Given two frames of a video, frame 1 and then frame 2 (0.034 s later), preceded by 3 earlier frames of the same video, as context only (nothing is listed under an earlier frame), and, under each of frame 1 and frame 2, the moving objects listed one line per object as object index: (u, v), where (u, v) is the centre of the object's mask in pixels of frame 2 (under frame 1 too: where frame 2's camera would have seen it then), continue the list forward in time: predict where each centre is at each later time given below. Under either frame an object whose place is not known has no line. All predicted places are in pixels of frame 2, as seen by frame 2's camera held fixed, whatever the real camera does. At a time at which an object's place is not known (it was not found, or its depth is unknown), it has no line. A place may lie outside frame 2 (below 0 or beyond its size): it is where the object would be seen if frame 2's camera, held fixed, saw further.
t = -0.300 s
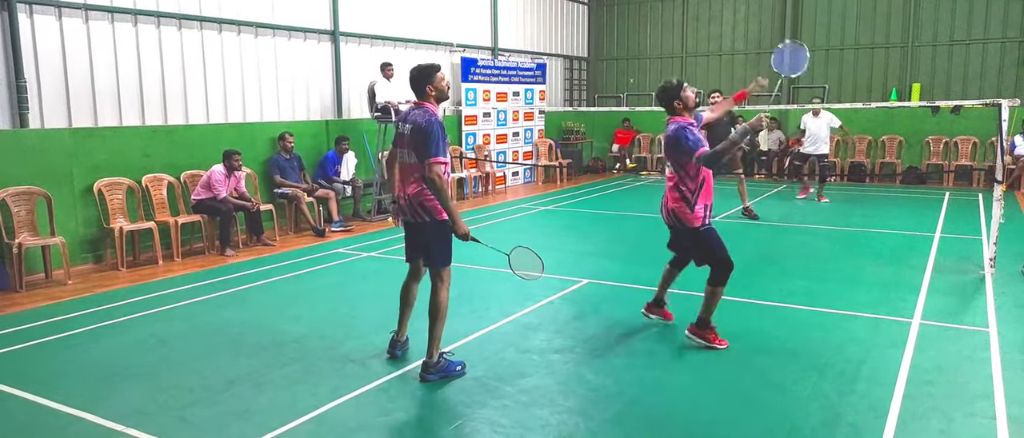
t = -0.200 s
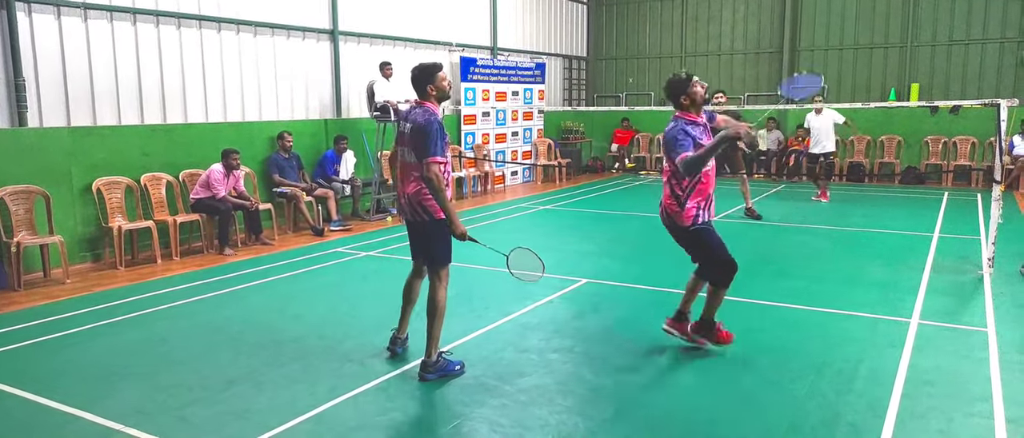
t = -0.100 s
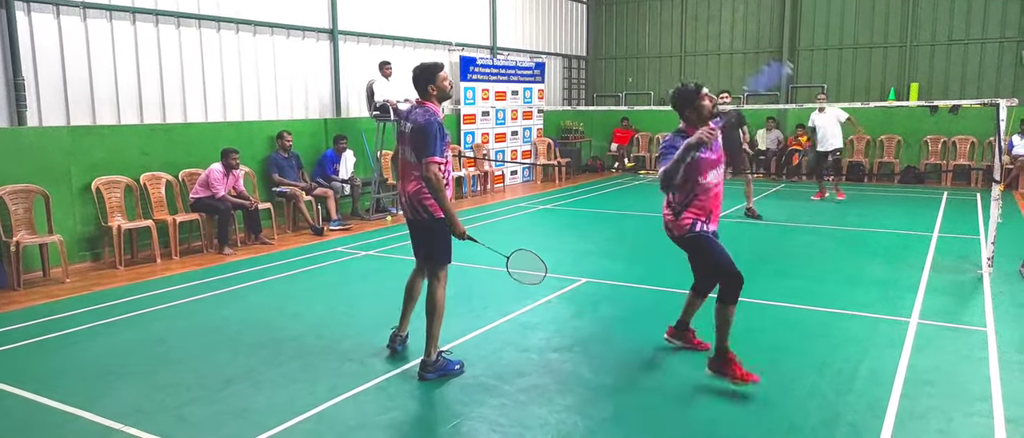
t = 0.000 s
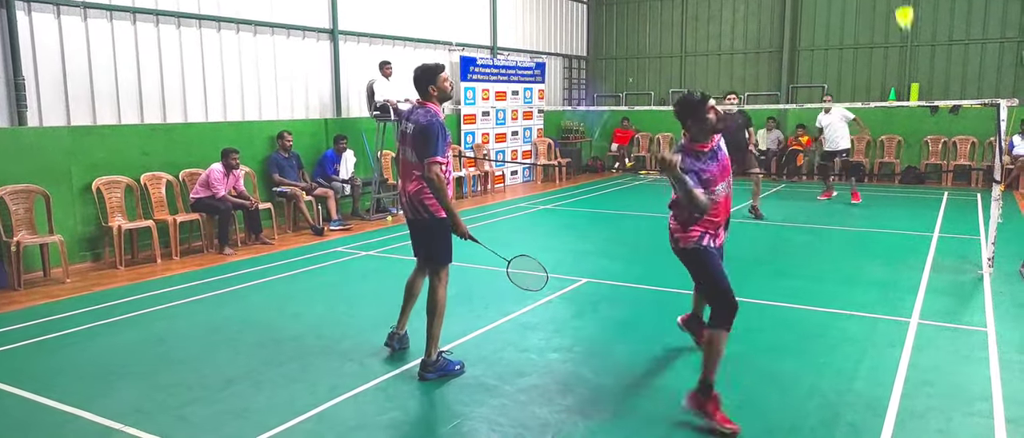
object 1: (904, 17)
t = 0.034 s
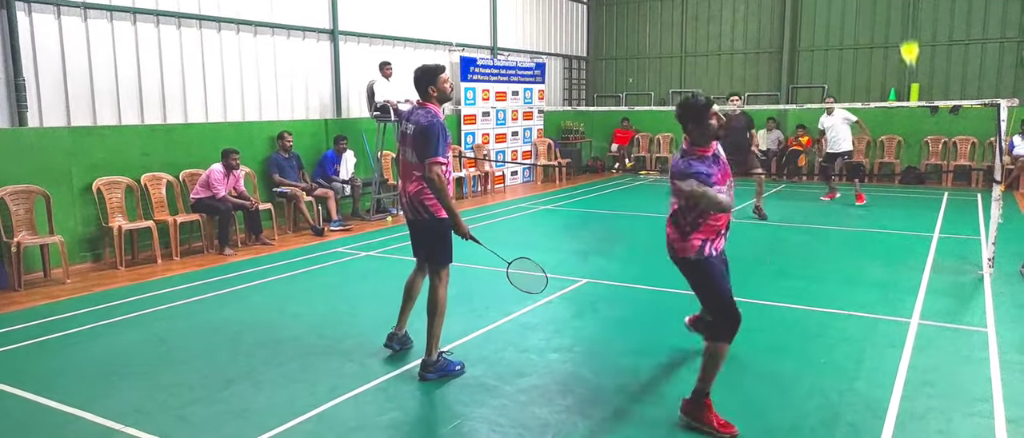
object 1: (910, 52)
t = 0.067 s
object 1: (914, 89)
